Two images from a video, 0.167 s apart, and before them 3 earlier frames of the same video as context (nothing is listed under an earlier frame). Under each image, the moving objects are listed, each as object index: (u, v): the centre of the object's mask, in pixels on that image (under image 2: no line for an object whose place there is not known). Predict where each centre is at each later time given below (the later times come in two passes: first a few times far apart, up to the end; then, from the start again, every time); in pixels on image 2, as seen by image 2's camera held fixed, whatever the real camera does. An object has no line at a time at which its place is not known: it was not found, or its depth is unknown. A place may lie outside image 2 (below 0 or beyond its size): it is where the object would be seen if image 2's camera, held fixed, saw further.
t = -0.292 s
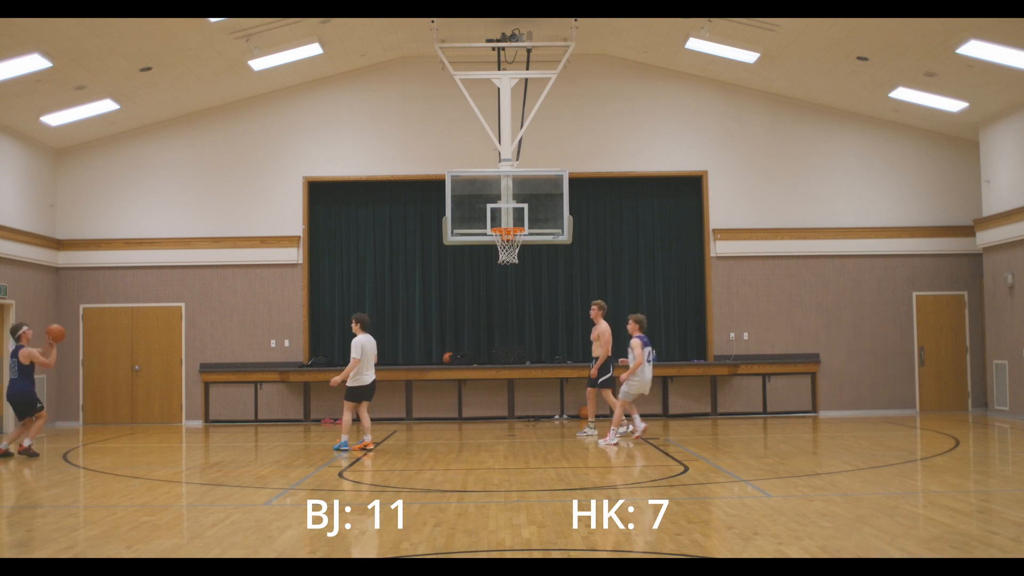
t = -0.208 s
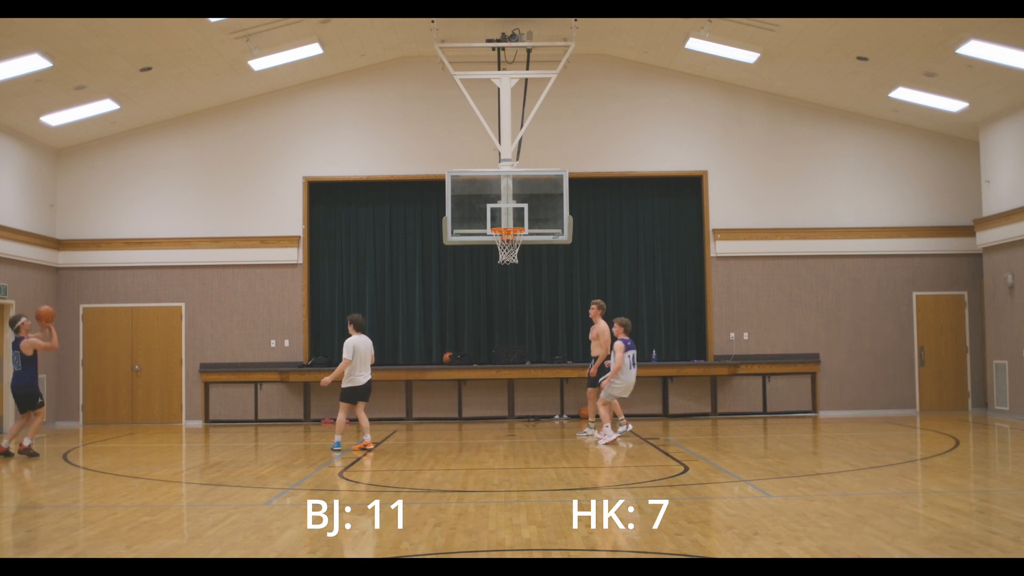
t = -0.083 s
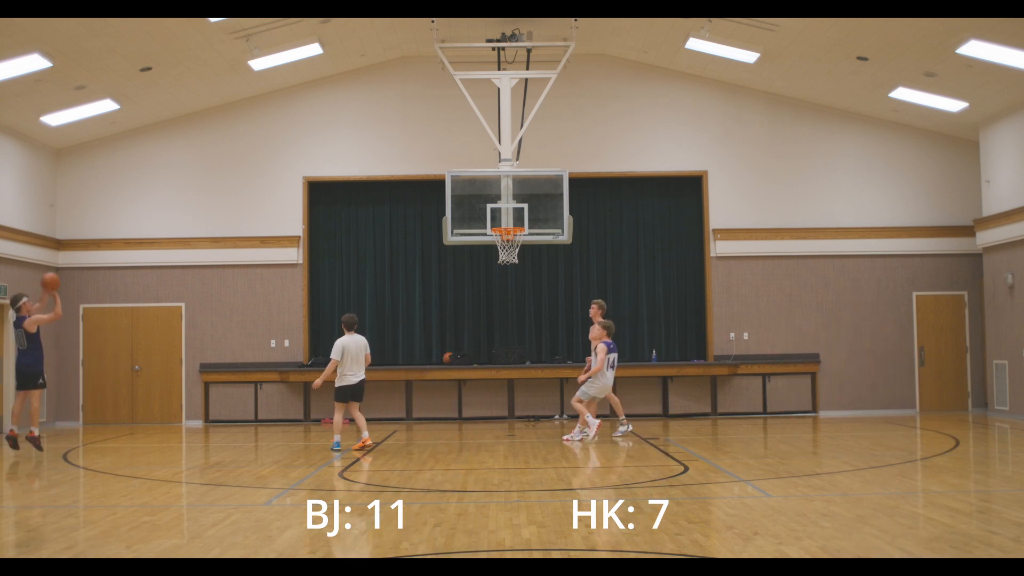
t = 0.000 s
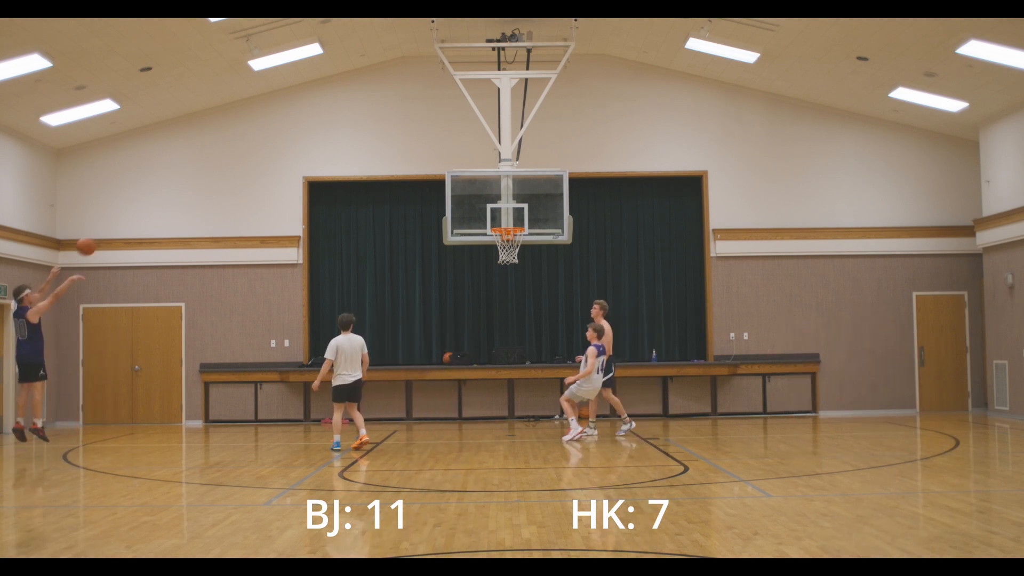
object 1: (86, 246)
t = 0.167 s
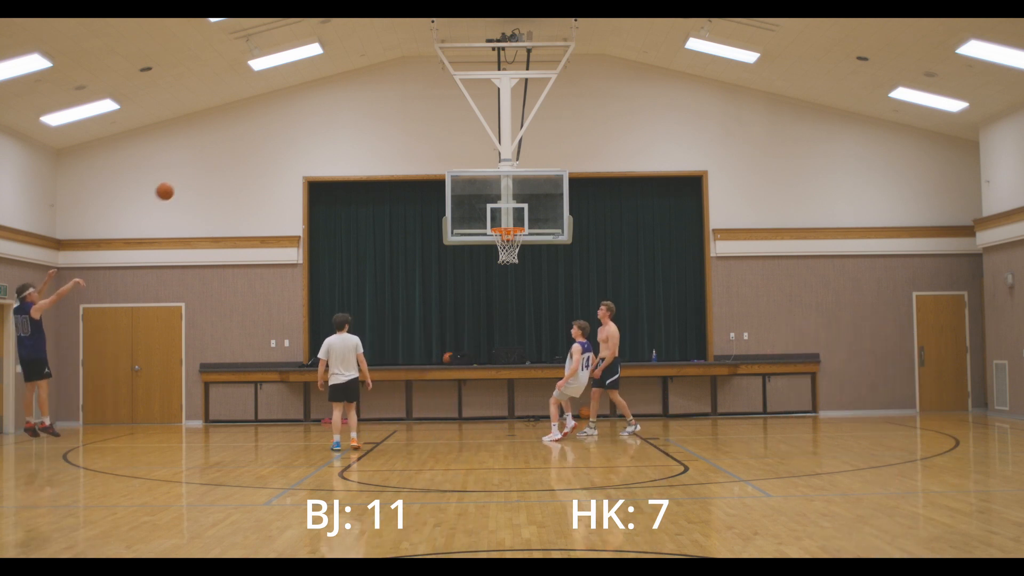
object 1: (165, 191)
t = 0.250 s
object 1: (202, 172)
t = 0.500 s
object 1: (309, 145)
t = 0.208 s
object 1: (184, 181)
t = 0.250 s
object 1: (202, 172)
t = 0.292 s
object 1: (220, 164)
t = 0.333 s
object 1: (238, 158)
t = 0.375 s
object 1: (256, 153)
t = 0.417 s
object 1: (274, 149)
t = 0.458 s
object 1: (291, 146)
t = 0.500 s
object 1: (309, 145)
